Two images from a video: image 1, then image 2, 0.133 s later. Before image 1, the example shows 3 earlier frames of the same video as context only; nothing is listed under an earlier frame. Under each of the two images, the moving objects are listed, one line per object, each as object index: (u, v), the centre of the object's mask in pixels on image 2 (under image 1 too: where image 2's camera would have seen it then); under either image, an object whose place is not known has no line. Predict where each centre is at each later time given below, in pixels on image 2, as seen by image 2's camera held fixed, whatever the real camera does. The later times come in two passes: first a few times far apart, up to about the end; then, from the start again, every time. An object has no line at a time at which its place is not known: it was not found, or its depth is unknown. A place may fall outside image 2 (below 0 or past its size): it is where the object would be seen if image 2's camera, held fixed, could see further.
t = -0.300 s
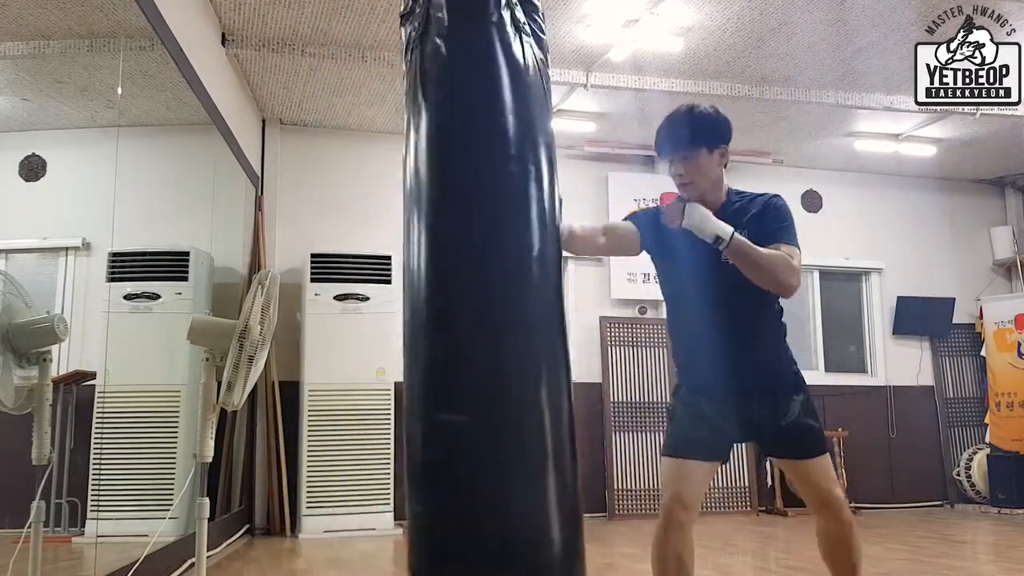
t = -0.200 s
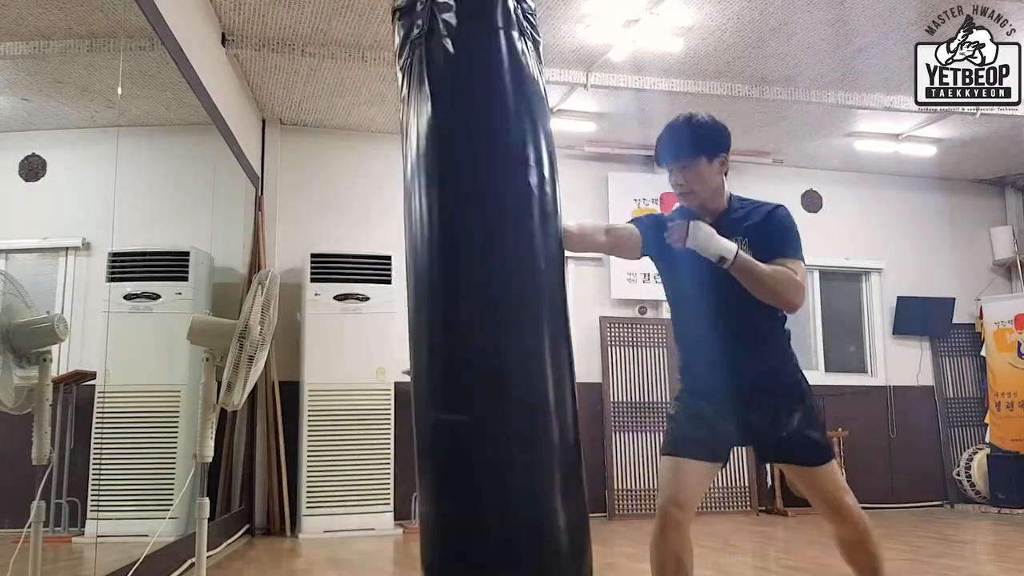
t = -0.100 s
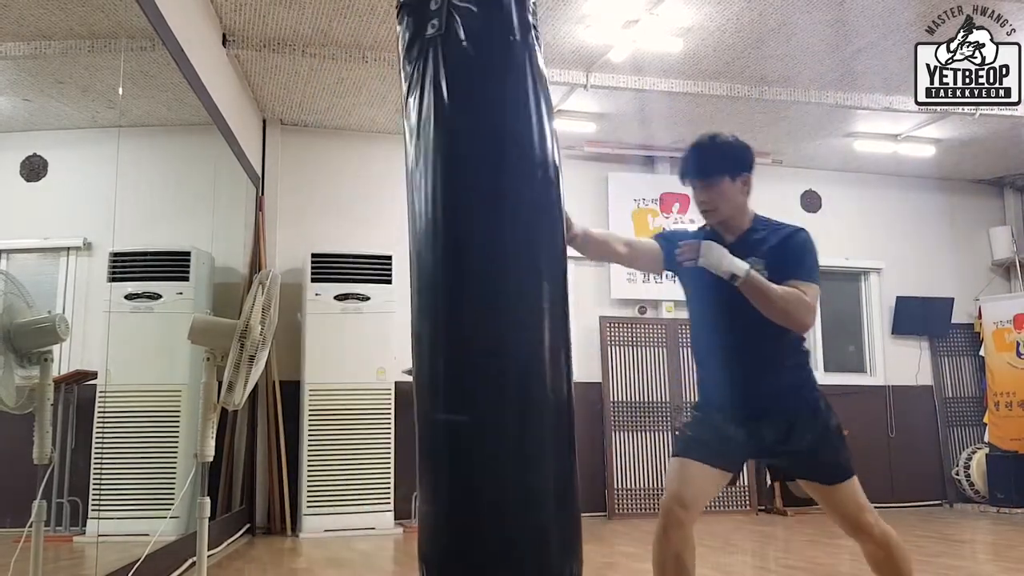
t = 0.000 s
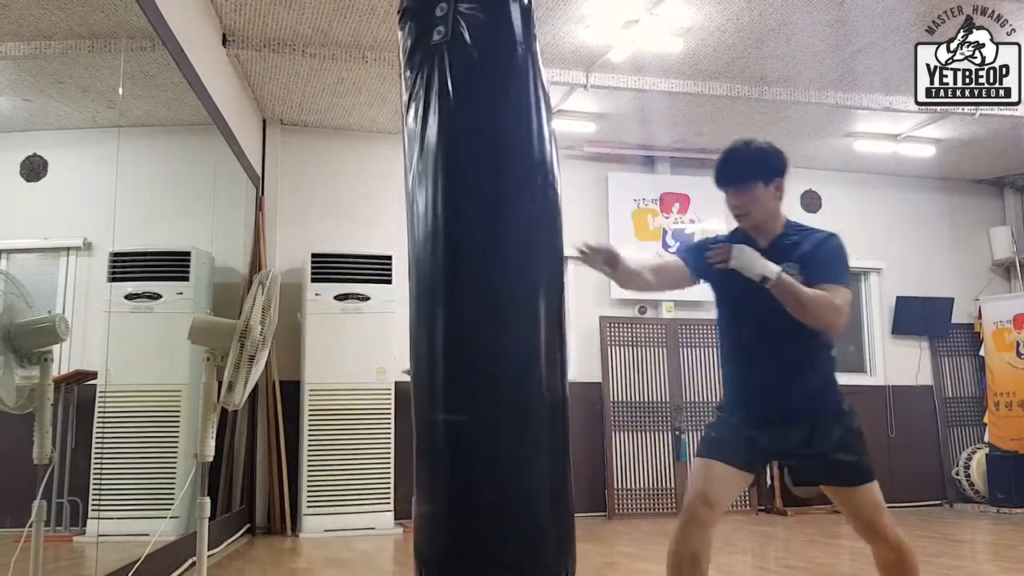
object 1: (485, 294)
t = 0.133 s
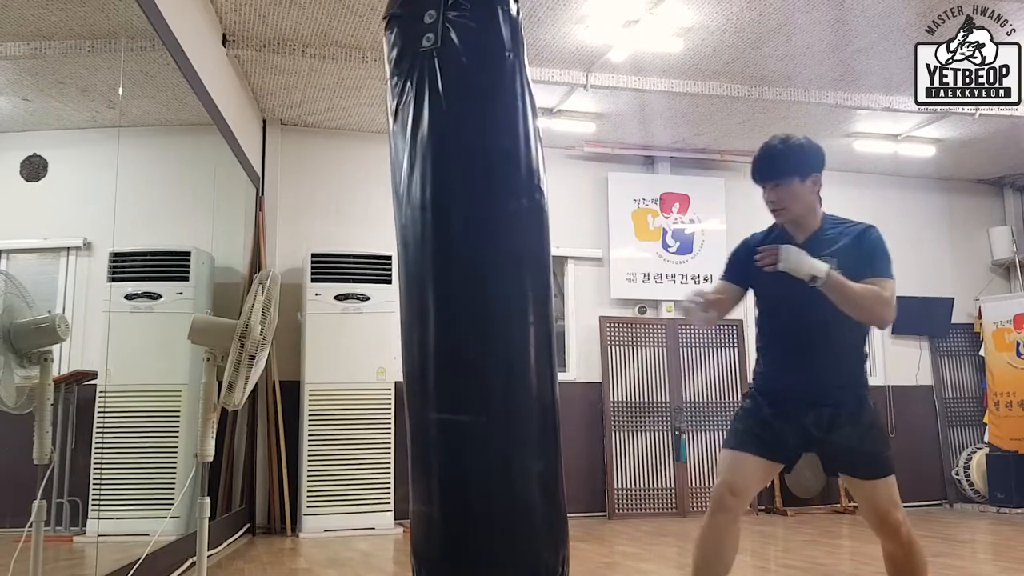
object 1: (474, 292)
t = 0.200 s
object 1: (469, 291)
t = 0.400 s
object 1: (456, 289)
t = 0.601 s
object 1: (433, 290)
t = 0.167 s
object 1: (471, 292)
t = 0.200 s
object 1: (469, 291)
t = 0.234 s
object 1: (467, 291)
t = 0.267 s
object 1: (464, 290)
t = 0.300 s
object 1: (463, 289)
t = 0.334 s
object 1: (460, 290)
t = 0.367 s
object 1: (458, 289)
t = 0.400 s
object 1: (456, 289)
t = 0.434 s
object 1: (453, 288)
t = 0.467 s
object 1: (449, 289)
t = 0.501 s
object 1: (445, 289)
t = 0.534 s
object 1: (438, 290)
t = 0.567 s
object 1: (435, 290)
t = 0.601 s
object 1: (433, 290)
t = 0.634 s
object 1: (430, 290)
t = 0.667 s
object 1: (427, 291)
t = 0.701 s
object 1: (425, 291)
